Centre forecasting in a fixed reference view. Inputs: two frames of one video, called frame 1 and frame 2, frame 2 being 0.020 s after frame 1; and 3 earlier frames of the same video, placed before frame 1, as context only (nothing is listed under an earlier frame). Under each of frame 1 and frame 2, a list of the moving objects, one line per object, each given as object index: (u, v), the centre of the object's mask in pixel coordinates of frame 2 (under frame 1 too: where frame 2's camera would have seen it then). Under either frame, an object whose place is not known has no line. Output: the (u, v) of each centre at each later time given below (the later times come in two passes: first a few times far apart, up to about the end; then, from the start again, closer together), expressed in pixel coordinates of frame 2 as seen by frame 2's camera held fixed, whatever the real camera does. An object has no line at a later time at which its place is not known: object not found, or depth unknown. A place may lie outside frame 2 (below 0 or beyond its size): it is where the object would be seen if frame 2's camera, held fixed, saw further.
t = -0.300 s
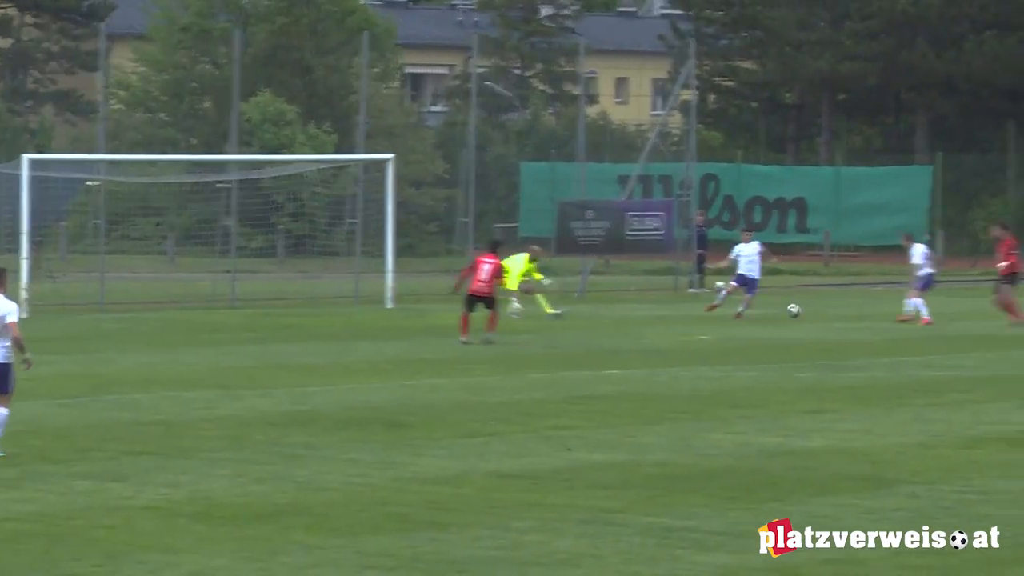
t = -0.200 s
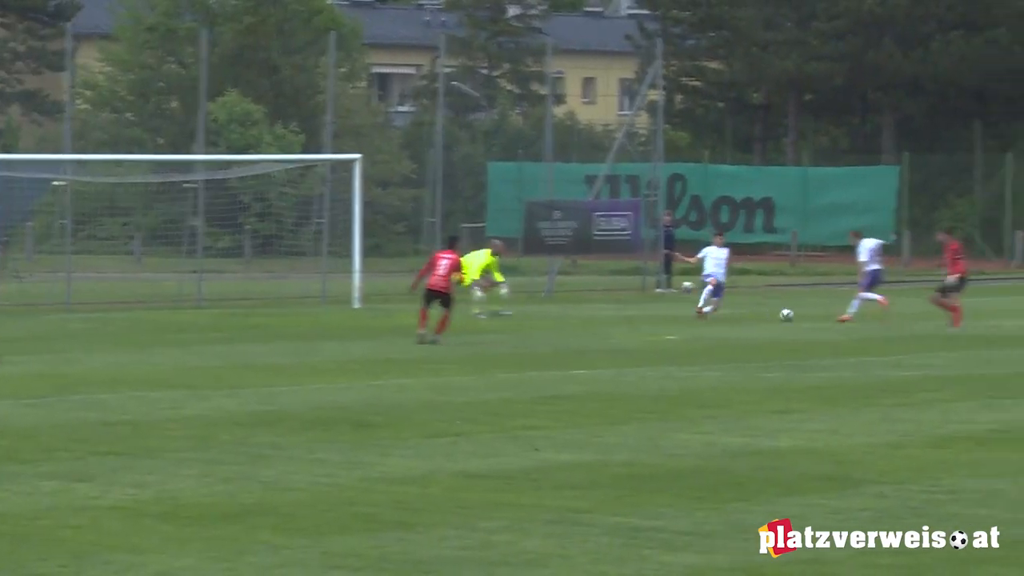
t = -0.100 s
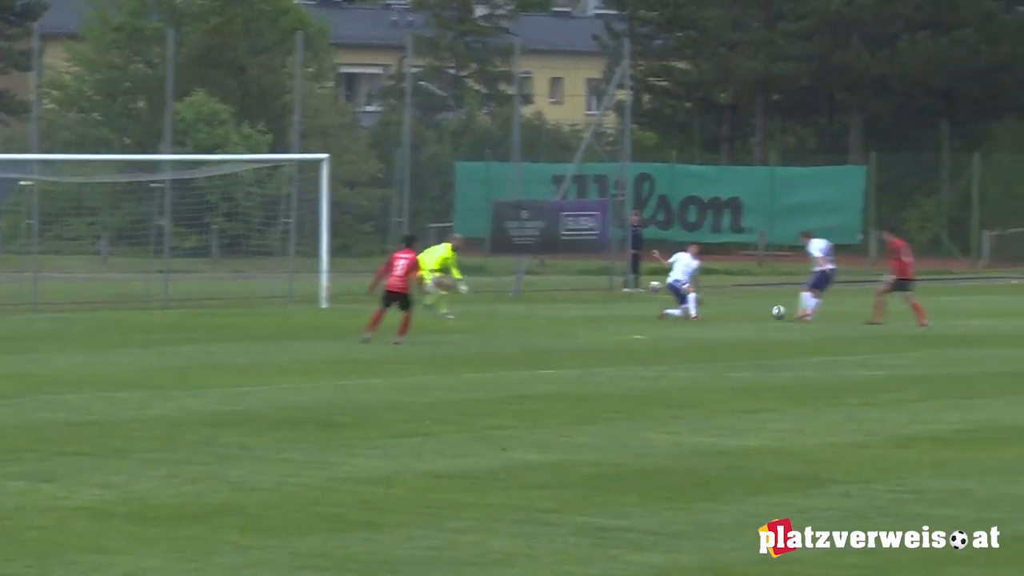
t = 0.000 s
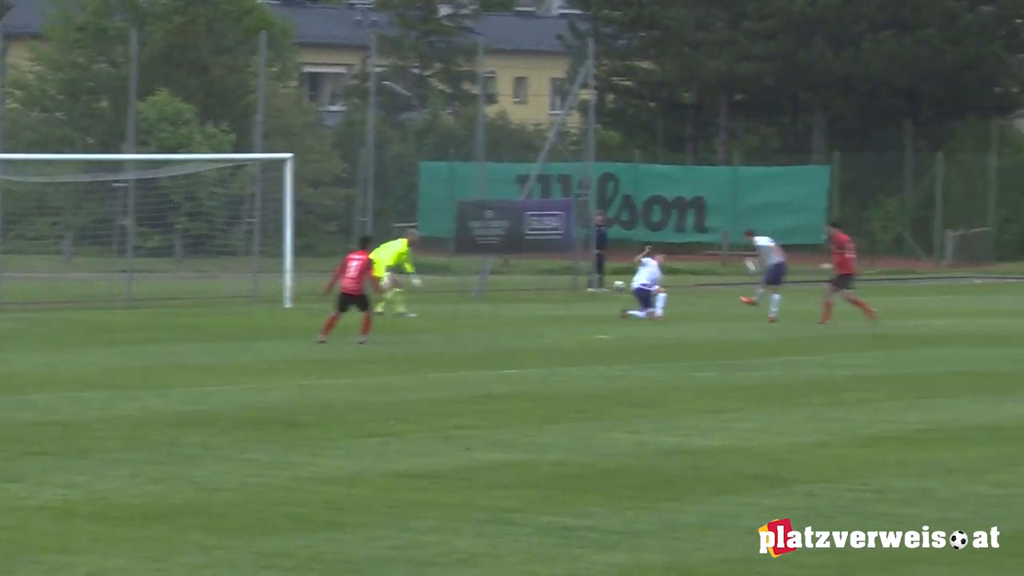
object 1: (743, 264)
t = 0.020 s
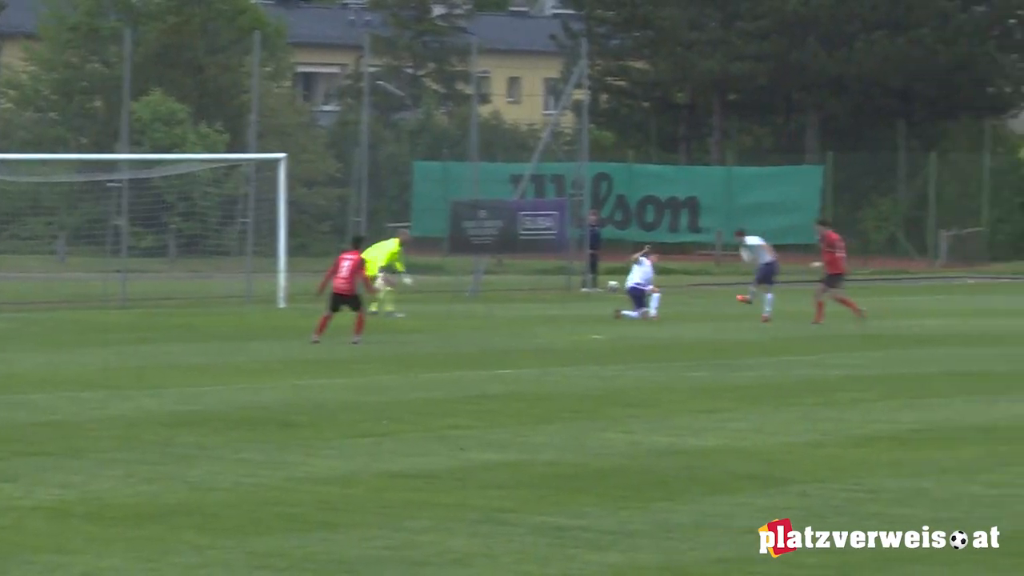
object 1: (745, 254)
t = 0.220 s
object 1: (763, 156)
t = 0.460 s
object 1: (781, 76)
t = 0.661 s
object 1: (795, 41)
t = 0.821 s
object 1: (811, 32)
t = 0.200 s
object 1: (760, 163)
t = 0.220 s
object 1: (763, 156)
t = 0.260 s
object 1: (766, 140)
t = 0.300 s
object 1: (769, 124)
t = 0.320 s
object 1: (770, 118)
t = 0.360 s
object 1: (773, 104)
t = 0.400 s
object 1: (776, 91)
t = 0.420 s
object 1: (778, 87)
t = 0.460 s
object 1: (781, 76)
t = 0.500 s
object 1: (783, 68)
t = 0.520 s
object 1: (783, 64)
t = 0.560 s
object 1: (786, 55)
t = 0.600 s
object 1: (789, 48)
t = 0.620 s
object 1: (792, 44)
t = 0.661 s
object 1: (795, 41)
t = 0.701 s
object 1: (799, 37)
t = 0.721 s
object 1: (801, 36)
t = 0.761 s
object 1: (805, 34)
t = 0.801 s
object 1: (809, 33)
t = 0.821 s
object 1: (811, 32)
